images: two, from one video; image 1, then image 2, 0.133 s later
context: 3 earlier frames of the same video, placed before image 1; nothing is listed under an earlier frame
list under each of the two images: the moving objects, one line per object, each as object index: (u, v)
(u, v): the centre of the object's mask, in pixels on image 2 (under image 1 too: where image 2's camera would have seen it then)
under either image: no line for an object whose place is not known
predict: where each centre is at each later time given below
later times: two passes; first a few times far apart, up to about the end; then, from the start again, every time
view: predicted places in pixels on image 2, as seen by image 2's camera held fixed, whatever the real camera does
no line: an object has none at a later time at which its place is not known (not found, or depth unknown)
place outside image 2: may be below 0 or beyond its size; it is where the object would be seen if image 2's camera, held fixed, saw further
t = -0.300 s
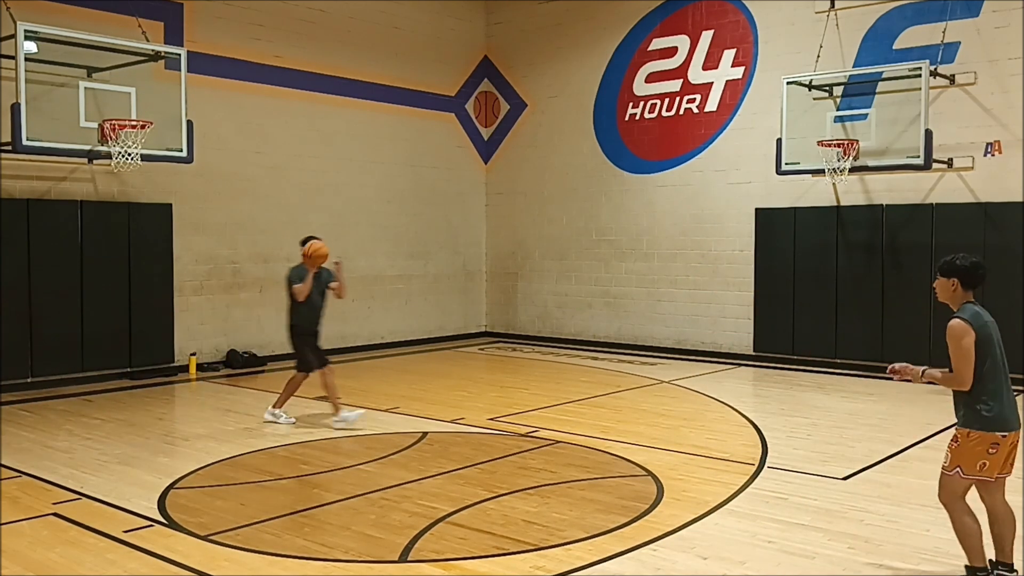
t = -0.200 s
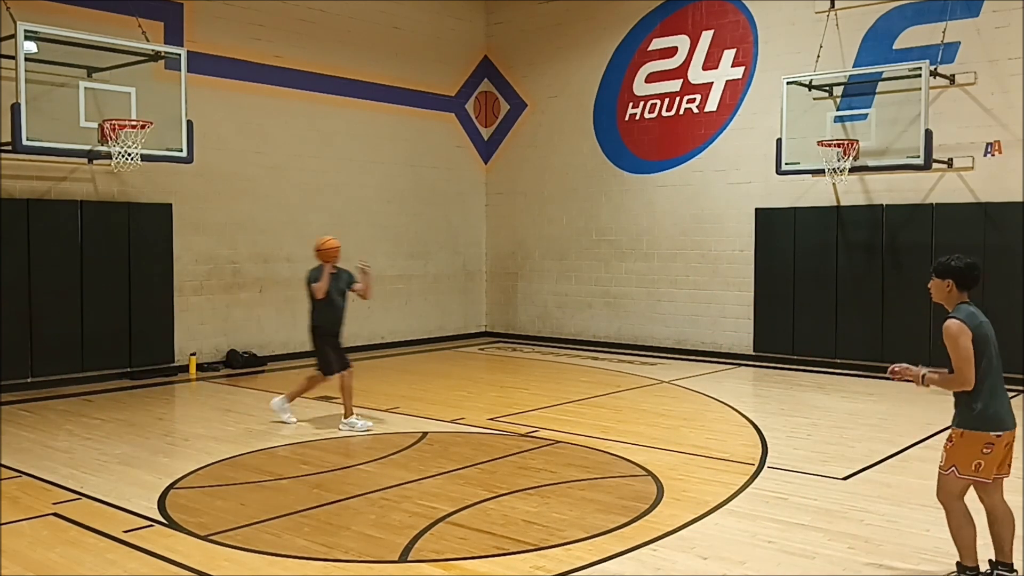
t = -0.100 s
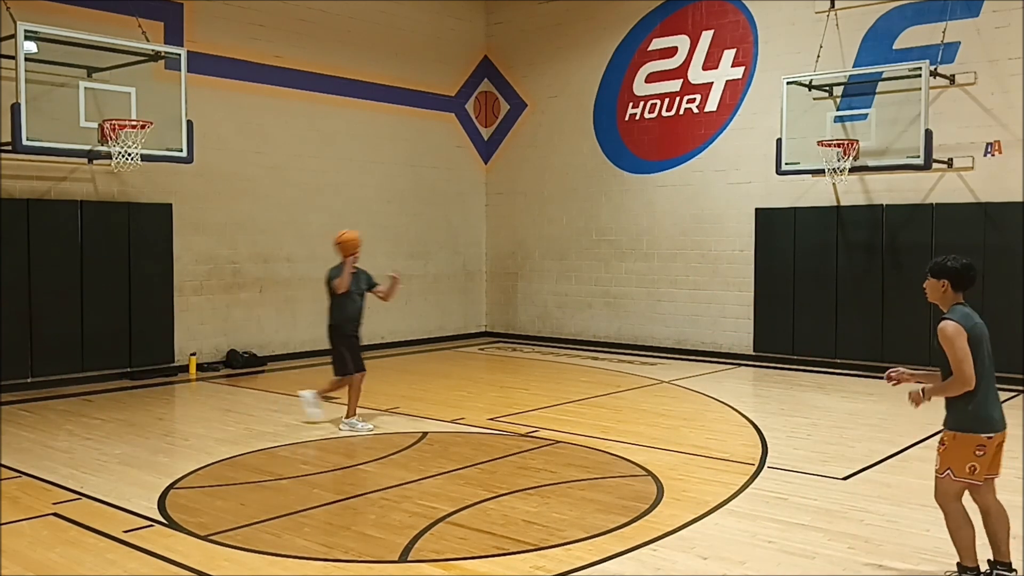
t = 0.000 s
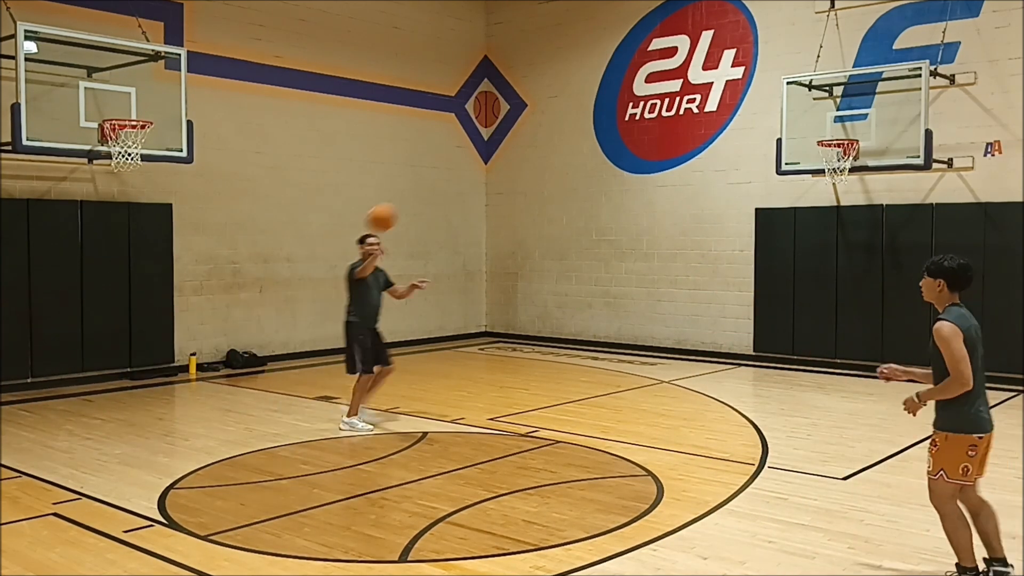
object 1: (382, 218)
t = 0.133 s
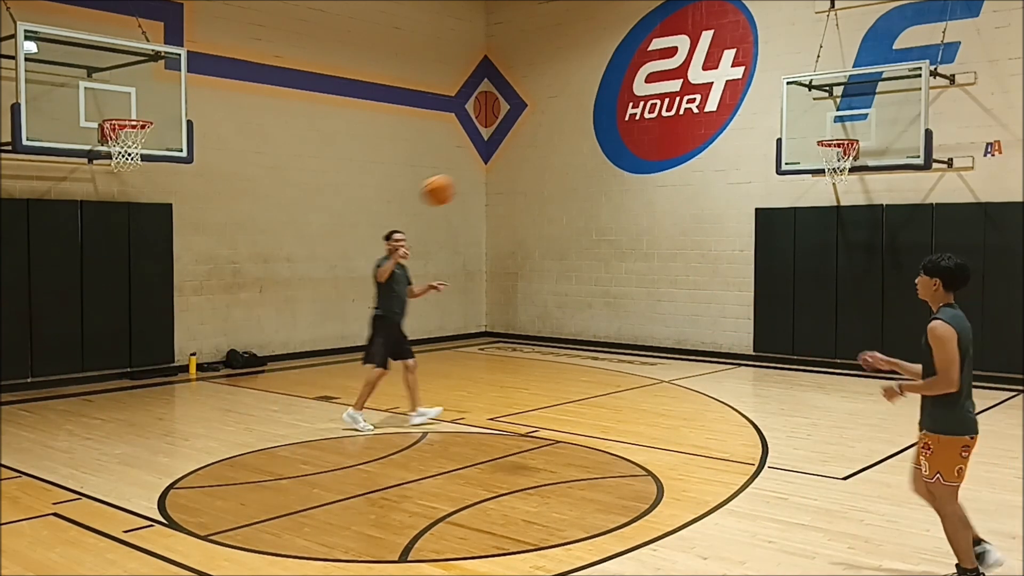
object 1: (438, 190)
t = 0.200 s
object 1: (471, 182)
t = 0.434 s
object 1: (613, 200)
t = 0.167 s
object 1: (454, 186)
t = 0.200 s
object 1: (471, 182)
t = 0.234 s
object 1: (489, 180)
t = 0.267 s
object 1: (505, 179)
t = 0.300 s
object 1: (525, 180)
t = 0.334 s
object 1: (547, 182)
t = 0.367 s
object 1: (567, 186)
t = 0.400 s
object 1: (590, 192)
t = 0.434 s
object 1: (613, 200)
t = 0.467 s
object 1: (639, 211)
